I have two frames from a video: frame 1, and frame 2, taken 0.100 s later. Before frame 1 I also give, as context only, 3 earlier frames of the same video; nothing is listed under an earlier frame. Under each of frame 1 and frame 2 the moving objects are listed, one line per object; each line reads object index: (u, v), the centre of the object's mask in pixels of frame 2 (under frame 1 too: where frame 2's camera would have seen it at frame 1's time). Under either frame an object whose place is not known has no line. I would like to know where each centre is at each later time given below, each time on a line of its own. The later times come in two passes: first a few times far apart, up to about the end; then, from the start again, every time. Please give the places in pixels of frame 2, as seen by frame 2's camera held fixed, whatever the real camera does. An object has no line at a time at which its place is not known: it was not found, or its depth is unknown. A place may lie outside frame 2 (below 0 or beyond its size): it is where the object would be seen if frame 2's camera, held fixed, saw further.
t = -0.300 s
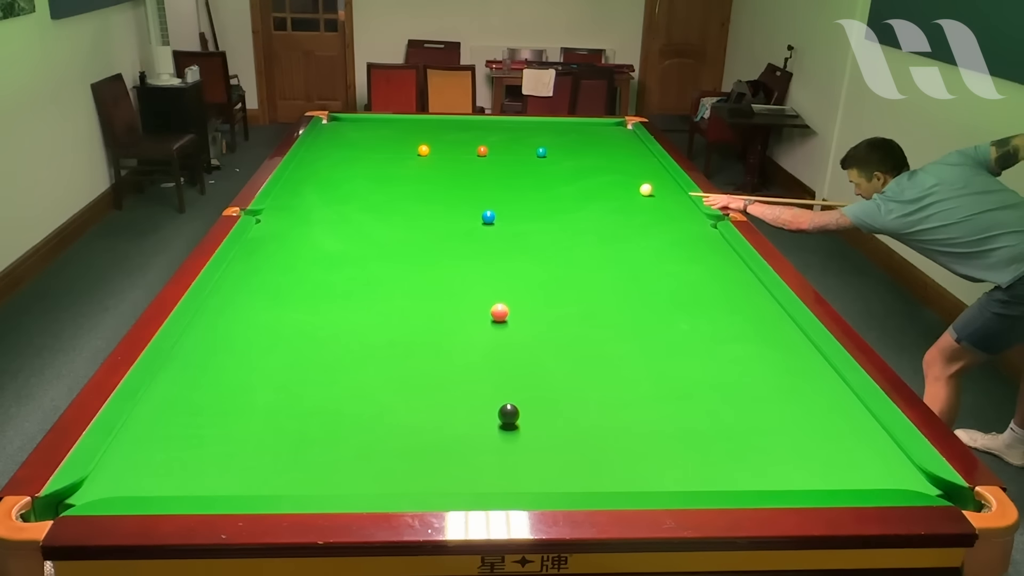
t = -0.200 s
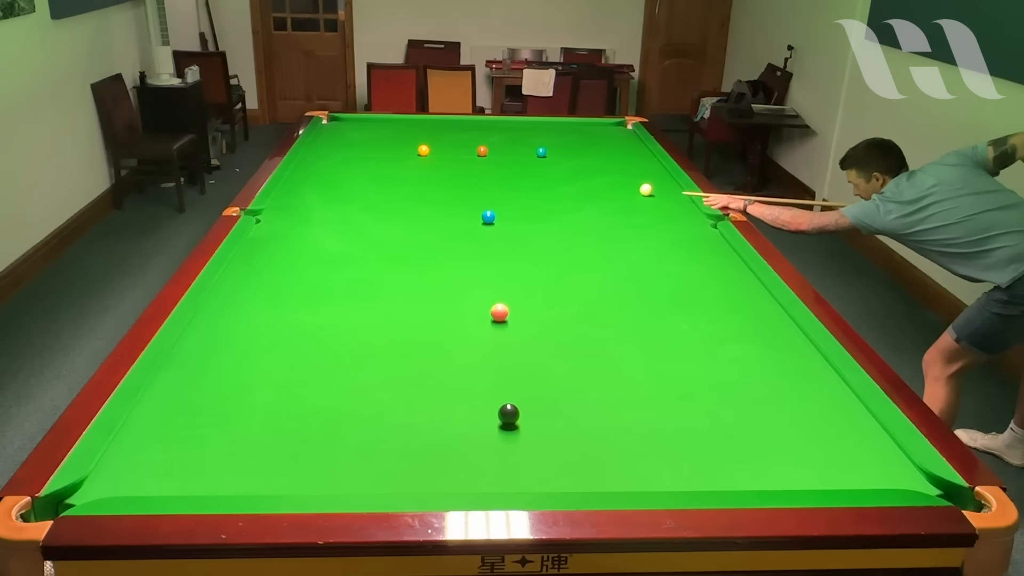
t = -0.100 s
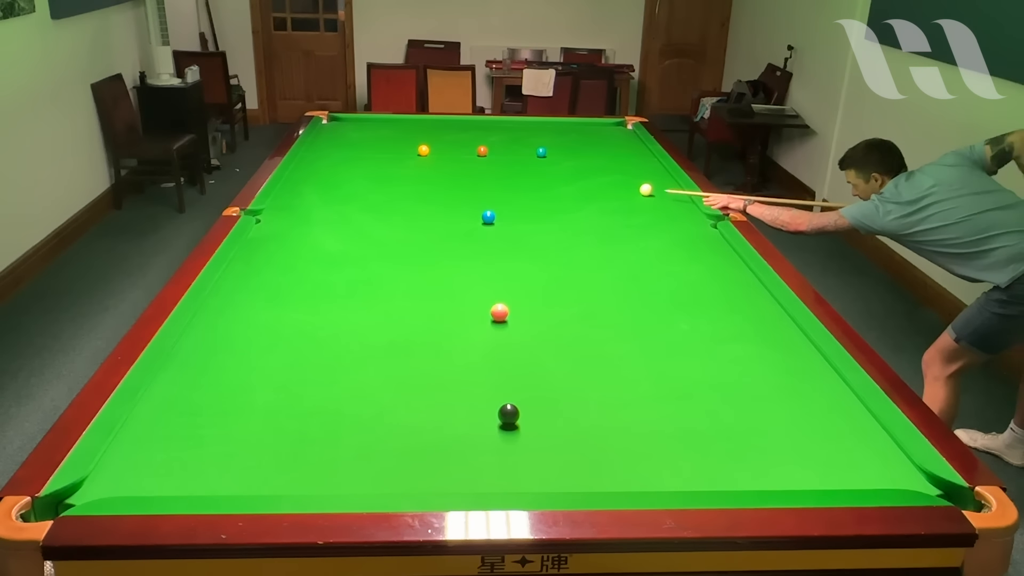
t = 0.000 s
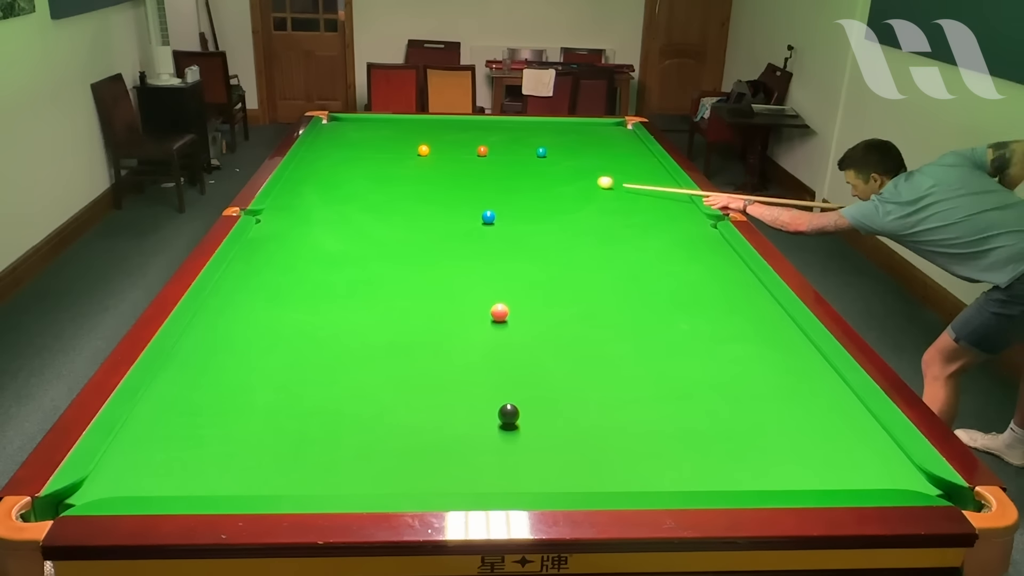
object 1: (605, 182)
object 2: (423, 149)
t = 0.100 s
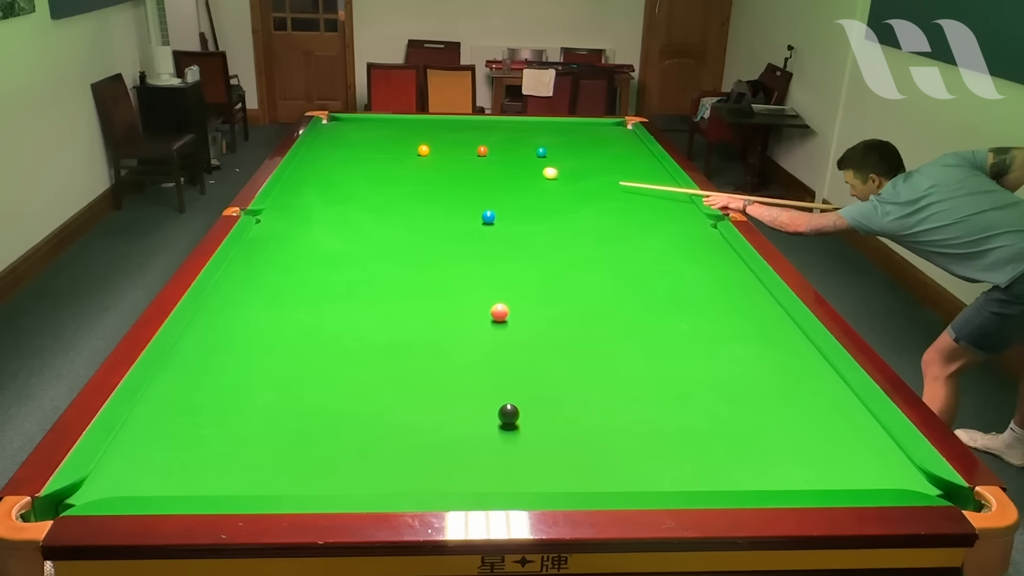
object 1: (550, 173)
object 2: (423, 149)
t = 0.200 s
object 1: (501, 165)
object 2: (423, 149)
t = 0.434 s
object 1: (418, 154)
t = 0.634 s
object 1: (381, 156)
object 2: (362, 129)
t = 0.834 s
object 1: (338, 155)
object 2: (330, 119)
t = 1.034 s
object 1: (314, 155)
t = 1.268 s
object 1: (346, 156)
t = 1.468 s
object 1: (371, 157)
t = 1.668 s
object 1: (395, 157)
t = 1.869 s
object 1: (418, 158)
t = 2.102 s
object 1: (445, 159)
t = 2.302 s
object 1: (466, 159)
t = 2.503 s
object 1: (487, 160)
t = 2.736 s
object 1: (511, 161)
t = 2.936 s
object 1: (531, 161)
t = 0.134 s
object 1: (533, 170)
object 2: (423, 149)
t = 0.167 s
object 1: (517, 168)
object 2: (423, 149)
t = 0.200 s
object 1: (501, 165)
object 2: (423, 149)
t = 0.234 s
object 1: (486, 162)
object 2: (423, 149)
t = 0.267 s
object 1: (471, 160)
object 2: (423, 149)
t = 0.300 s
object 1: (456, 157)
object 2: (423, 149)
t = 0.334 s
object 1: (441, 155)
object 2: (423, 149)
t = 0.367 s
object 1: (429, 153)
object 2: (420, 148)
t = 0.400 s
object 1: (424, 153)
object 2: (413, 146)
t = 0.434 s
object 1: (418, 154)
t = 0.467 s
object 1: (413, 154)
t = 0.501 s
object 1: (407, 155)
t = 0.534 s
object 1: (401, 155)
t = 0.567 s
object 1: (395, 155)
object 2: (375, 133)
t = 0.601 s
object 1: (388, 156)
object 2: (368, 131)
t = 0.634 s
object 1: (381, 156)
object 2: (362, 129)
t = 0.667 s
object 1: (374, 156)
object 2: (356, 127)
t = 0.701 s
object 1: (367, 156)
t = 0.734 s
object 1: (360, 155)
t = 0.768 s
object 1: (353, 155)
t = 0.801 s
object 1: (345, 155)
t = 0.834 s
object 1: (338, 155)
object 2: (330, 119)
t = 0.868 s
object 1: (331, 155)
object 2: (326, 118)
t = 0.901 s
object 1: (324, 155)
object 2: (323, 117)
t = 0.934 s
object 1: (317, 155)
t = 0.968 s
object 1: (310, 155)
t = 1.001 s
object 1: (307, 155)
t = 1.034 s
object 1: (314, 155)
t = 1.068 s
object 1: (319, 155)
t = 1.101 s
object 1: (324, 155)
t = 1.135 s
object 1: (329, 156)
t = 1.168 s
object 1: (333, 156)
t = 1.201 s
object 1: (338, 156)
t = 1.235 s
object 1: (342, 156)
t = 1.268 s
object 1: (346, 156)
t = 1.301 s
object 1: (350, 156)
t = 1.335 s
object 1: (354, 156)
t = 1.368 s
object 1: (359, 156)
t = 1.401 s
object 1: (363, 156)
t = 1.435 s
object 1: (367, 157)
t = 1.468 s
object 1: (371, 157)
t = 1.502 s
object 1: (375, 157)
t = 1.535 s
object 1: (379, 157)
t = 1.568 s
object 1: (383, 157)
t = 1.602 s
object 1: (387, 157)
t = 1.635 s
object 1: (391, 157)
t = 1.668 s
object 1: (395, 157)
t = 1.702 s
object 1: (399, 158)
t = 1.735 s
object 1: (403, 158)
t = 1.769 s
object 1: (407, 158)
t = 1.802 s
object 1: (411, 158)
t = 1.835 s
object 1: (414, 158)
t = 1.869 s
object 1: (418, 158)
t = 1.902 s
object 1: (422, 158)
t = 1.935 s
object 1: (426, 158)
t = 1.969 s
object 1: (430, 159)
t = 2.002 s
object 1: (433, 159)
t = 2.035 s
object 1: (437, 159)
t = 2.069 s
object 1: (441, 159)
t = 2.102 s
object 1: (445, 159)
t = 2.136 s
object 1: (448, 159)
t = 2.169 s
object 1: (452, 159)
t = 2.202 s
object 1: (455, 159)
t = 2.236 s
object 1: (459, 159)
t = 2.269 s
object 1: (463, 159)
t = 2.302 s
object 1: (466, 159)
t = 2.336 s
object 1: (470, 160)
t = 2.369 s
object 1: (473, 160)
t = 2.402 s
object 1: (477, 160)
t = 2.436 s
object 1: (480, 160)
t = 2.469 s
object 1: (484, 160)
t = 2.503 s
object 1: (487, 160)
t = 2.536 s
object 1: (491, 160)
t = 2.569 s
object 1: (494, 160)
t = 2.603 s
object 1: (498, 160)
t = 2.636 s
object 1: (501, 160)
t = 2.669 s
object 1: (504, 161)
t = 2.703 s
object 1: (508, 161)
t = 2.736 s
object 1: (511, 161)
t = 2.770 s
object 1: (514, 161)
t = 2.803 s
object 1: (518, 161)
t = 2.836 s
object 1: (521, 161)
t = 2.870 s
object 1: (524, 161)
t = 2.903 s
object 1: (527, 161)
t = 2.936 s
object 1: (531, 161)
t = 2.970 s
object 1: (534, 162)
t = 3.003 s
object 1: (537, 162)
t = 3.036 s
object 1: (540, 162)
